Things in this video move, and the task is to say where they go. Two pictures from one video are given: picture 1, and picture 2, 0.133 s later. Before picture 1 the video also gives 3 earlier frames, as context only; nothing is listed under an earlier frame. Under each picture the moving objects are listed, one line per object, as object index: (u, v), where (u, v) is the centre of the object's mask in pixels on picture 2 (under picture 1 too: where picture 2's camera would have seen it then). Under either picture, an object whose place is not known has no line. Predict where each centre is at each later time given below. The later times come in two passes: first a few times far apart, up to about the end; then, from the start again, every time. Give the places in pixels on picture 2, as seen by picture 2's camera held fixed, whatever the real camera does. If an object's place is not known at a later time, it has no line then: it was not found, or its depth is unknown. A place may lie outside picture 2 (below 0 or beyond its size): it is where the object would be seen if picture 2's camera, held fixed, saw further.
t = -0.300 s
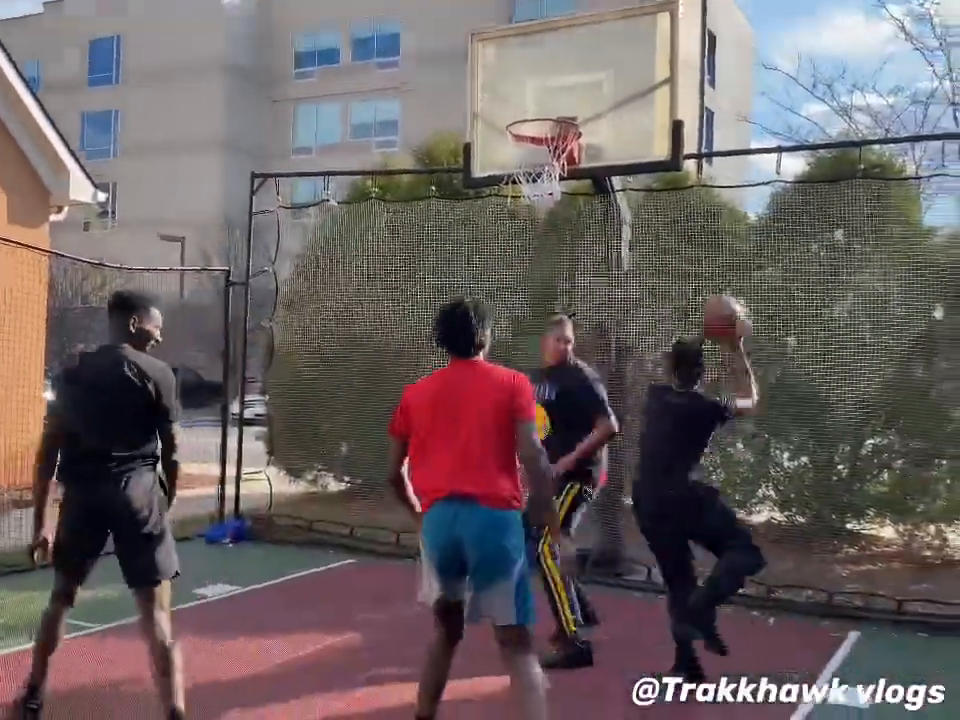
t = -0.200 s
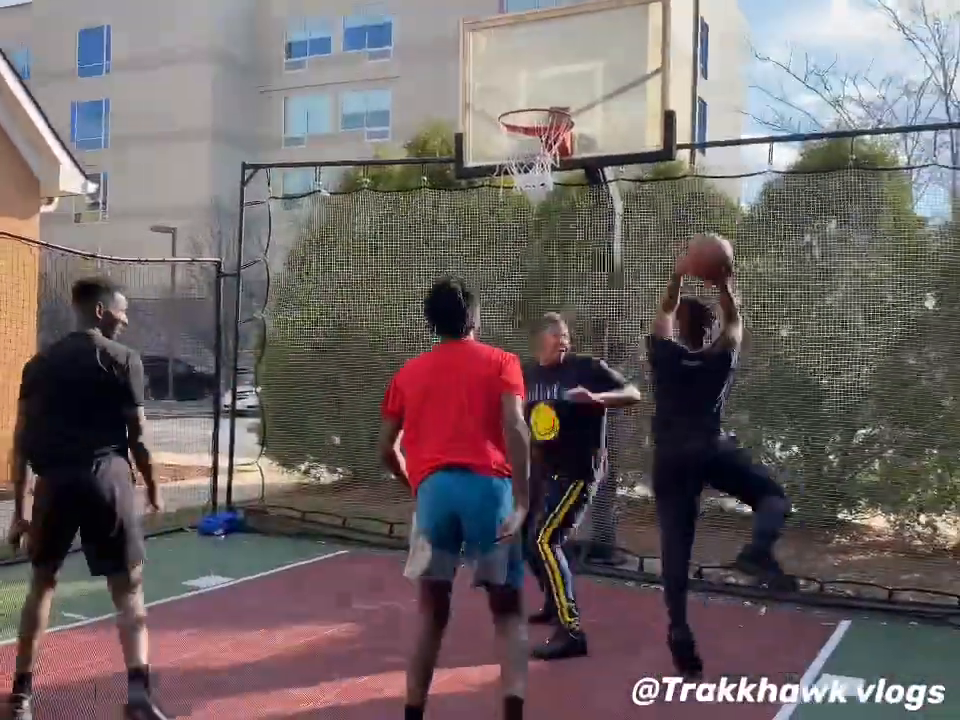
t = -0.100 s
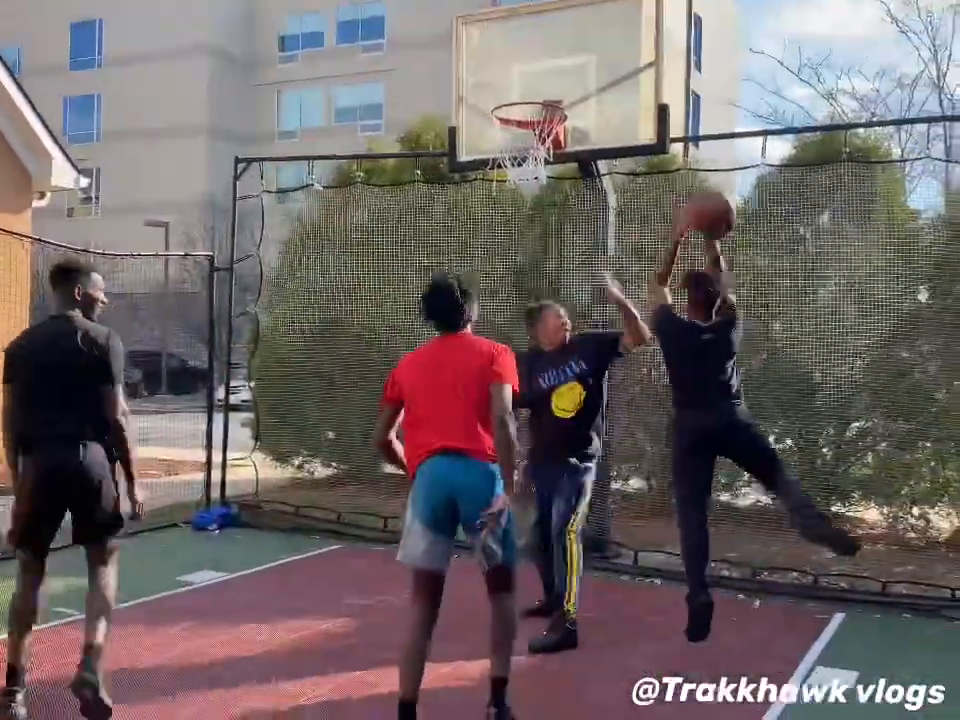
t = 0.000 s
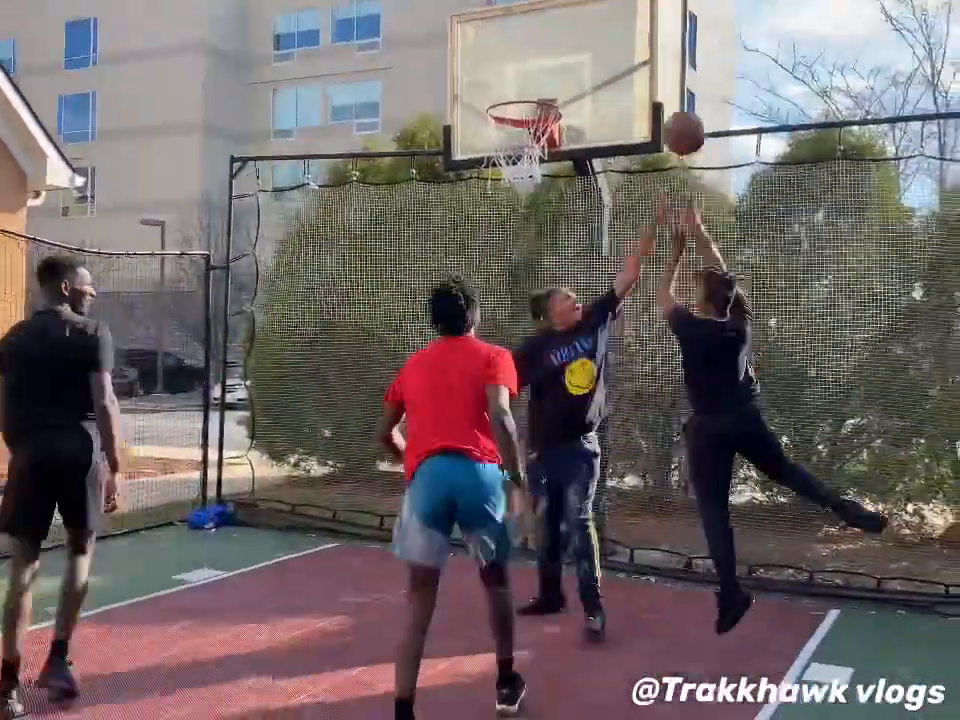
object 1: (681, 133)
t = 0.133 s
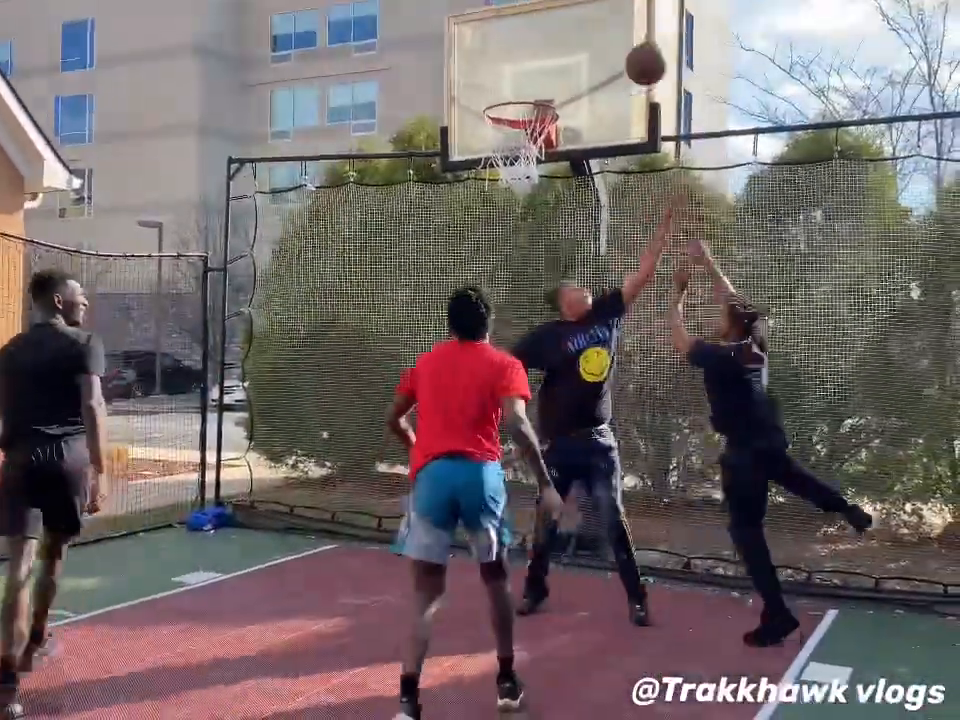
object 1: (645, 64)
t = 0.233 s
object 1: (621, 36)
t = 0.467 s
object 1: (571, 39)
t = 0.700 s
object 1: (523, 86)
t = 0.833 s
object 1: (496, 151)
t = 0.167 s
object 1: (637, 52)
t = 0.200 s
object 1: (631, 44)
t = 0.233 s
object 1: (621, 36)
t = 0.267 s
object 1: (613, 32)
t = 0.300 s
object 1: (606, 29)
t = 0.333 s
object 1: (599, 28)
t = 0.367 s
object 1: (592, 28)
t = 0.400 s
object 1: (585, 31)
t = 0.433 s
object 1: (578, 35)
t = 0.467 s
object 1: (571, 39)
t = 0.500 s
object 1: (565, 41)
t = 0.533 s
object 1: (558, 44)
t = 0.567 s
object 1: (552, 49)
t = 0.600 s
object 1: (545, 56)
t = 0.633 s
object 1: (537, 65)
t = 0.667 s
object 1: (531, 75)
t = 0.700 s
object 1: (523, 86)
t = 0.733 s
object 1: (516, 100)
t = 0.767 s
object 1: (507, 116)
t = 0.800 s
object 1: (502, 133)
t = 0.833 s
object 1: (496, 151)
